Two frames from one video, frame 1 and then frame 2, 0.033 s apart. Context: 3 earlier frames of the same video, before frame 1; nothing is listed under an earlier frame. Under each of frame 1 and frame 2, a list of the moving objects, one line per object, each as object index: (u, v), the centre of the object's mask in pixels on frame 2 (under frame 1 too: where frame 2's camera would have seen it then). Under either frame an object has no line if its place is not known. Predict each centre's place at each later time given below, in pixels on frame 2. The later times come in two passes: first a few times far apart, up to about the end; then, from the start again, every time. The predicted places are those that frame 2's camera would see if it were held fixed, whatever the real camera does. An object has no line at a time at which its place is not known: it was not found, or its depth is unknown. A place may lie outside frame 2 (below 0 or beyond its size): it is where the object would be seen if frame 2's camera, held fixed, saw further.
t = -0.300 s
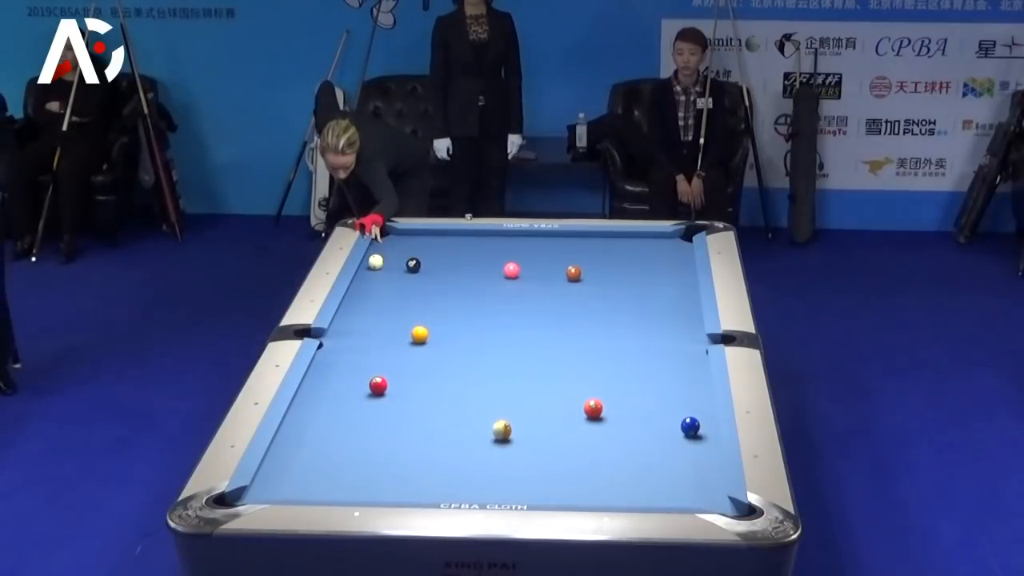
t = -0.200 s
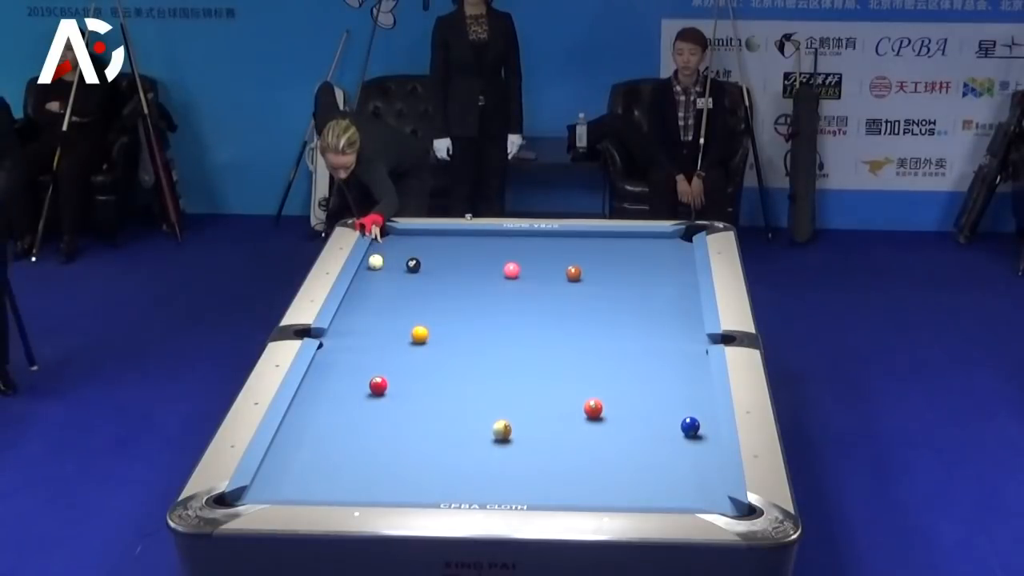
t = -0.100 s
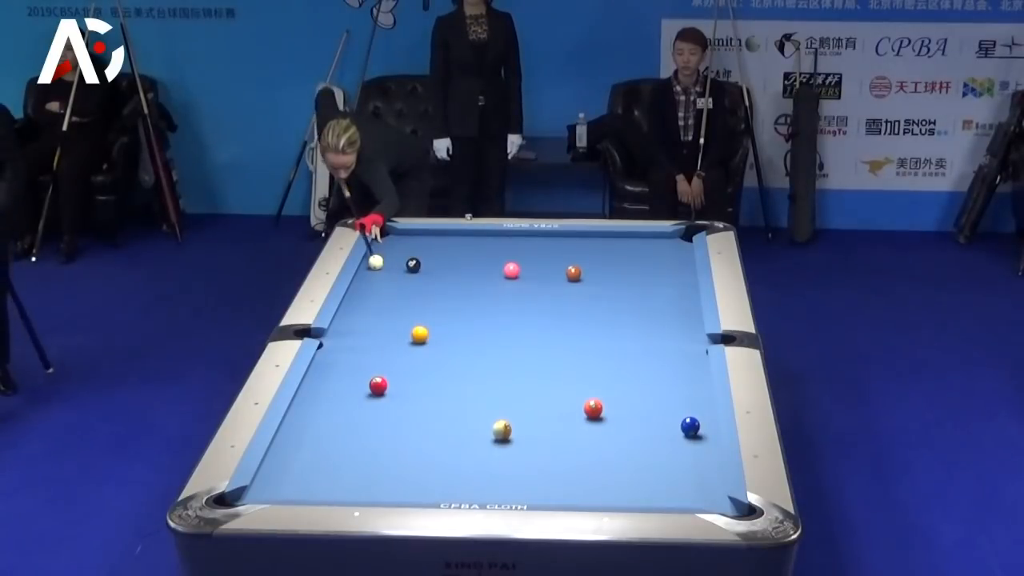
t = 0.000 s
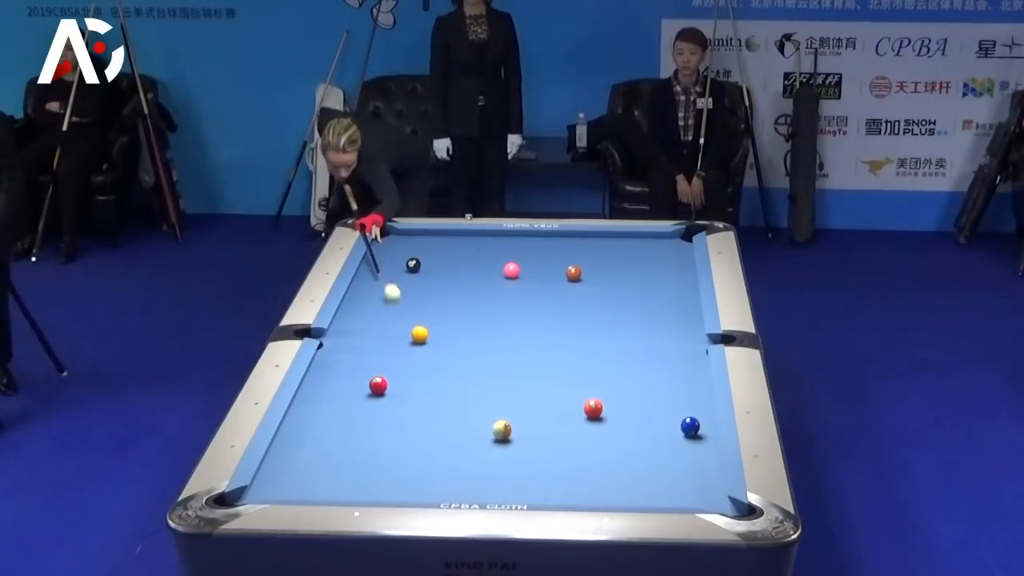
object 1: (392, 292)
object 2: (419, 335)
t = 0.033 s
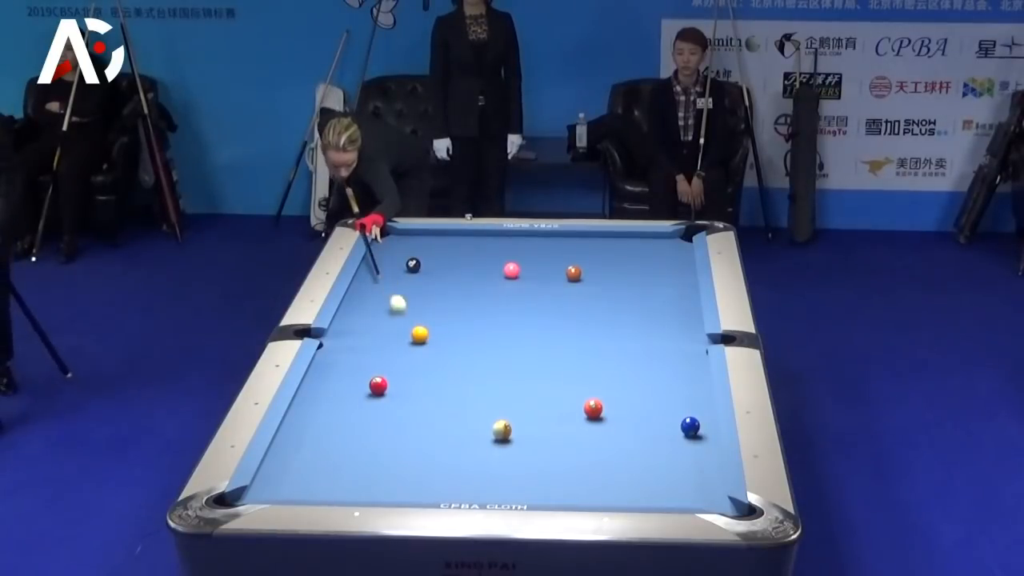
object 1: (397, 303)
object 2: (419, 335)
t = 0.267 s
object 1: (360, 345)
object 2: (504, 380)
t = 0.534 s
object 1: (326, 376)
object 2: (651, 460)
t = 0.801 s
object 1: (337, 409)
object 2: (714, 493)
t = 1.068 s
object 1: (350, 445)
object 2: (693, 466)
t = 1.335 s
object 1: (364, 484)
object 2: (675, 447)
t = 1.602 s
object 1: (382, 485)
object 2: (658, 429)
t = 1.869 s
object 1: (399, 464)
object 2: (643, 412)
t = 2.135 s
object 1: (414, 446)
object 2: (629, 397)
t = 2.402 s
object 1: (429, 430)
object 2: (616, 383)
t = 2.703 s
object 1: (444, 413)
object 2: (602, 369)
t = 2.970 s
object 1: (456, 399)
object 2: (591, 357)
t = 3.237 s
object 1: (467, 386)
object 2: (581, 347)
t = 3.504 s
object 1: (476, 375)
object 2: (572, 337)
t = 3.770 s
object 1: (485, 364)
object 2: (563, 328)
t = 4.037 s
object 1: (493, 355)
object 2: (555, 320)
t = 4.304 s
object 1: (500, 346)
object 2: (548, 313)
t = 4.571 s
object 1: (506, 338)
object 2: (541, 306)
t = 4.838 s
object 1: (512, 331)
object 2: (535, 300)
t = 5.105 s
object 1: (517, 324)
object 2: (530, 295)
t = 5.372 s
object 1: (521, 319)
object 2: (526, 290)
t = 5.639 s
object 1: (526, 314)
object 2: (521, 286)
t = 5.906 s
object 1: (530, 309)
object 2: (517, 282)
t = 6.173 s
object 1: (534, 305)
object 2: (513, 279)
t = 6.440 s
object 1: (537, 302)
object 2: (510, 276)
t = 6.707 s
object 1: (540, 299)
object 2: (508, 275)
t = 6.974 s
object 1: (542, 297)
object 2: (506, 274)
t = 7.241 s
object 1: (544, 295)
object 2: (505, 274)
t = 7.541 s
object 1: (546, 294)
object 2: (505, 275)
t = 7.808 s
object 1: (547, 293)
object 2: (506, 275)
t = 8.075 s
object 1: (547, 292)
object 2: (506, 275)
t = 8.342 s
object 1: (547, 292)
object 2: (506, 275)
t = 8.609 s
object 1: (547, 292)
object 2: (506, 274)
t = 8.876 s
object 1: (547, 292)
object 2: (506, 275)
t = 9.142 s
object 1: (547, 292)
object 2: (506, 274)
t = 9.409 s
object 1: (547, 292)
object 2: (506, 275)
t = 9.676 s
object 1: (547, 292)
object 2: (506, 274)
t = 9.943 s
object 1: (547, 292)
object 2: (506, 274)
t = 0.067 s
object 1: (403, 314)
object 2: (420, 335)
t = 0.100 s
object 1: (408, 325)
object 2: (420, 335)
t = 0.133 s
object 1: (401, 331)
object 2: (434, 341)
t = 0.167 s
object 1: (391, 334)
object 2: (451, 351)
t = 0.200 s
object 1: (380, 338)
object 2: (468, 360)
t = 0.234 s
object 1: (370, 341)
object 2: (486, 370)
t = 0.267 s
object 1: (360, 345)
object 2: (504, 380)
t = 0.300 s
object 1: (351, 348)
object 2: (522, 389)
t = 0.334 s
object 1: (341, 352)
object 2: (540, 400)
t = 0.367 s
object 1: (332, 356)
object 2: (558, 409)
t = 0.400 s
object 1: (323, 360)
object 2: (576, 419)
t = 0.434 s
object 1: (318, 365)
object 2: (595, 430)
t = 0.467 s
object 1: (321, 369)
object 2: (613, 439)
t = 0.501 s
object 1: (324, 372)
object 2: (632, 450)
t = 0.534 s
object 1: (326, 376)
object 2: (651, 460)
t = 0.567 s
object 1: (327, 380)
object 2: (669, 470)
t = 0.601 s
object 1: (329, 384)
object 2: (688, 481)
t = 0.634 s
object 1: (330, 388)
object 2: (707, 491)
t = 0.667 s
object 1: (332, 392)
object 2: (714, 500)
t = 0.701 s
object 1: (333, 396)
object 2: (704, 503)
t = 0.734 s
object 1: (335, 401)
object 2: (706, 501)
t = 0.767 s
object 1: (336, 405)
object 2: (710, 498)
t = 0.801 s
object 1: (337, 409)
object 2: (714, 493)
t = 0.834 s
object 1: (339, 413)
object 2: (713, 488)
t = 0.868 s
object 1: (341, 418)
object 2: (709, 484)
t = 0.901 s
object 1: (342, 422)
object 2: (706, 481)
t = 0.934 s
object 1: (344, 427)
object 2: (702, 477)
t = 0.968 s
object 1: (345, 432)
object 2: (700, 475)
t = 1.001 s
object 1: (347, 436)
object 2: (697, 472)
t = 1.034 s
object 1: (348, 441)
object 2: (695, 469)
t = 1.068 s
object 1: (350, 445)
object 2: (693, 466)
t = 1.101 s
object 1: (352, 450)
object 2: (690, 464)
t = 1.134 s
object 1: (353, 455)
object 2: (688, 462)
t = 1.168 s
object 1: (355, 459)
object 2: (686, 459)
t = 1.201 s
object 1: (357, 464)
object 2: (683, 456)
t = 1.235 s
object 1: (359, 470)
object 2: (681, 454)
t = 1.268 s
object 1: (361, 474)
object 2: (679, 452)
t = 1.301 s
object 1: (362, 479)
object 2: (677, 449)
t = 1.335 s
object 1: (364, 484)
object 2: (675, 447)
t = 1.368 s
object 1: (366, 489)
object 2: (673, 444)
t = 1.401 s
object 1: (368, 492)
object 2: (670, 442)
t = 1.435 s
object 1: (370, 494)
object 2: (669, 440)
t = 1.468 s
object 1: (372, 493)
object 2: (666, 437)
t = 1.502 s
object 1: (375, 491)
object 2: (664, 435)
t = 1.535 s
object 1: (377, 489)
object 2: (662, 433)
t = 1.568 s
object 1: (380, 488)
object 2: (660, 431)
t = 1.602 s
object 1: (382, 485)
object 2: (658, 429)
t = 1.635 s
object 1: (384, 482)
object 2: (656, 426)
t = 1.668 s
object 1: (386, 479)
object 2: (654, 424)
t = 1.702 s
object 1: (388, 477)
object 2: (652, 422)
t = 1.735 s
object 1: (390, 474)
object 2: (650, 420)
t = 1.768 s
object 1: (393, 472)
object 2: (648, 418)
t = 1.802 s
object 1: (395, 470)
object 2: (646, 416)
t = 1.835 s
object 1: (397, 467)
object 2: (645, 414)
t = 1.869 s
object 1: (399, 464)
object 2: (643, 412)
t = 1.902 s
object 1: (401, 462)
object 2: (641, 410)
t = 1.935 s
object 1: (403, 460)
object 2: (639, 408)
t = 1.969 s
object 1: (405, 458)
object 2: (637, 406)
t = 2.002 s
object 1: (407, 455)
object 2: (635, 404)
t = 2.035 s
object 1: (409, 453)
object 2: (634, 402)
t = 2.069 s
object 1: (411, 451)
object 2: (632, 400)
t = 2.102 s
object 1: (413, 448)
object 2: (630, 398)
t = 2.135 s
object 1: (414, 446)
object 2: (629, 397)
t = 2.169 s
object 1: (416, 444)
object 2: (627, 395)
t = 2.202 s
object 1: (418, 442)
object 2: (625, 393)
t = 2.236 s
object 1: (420, 440)
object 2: (624, 391)
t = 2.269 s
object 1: (422, 438)
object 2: (622, 389)
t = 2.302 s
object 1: (424, 436)
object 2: (620, 388)
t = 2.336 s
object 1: (426, 434)
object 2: (619, 386)
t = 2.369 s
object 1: (427, 431)
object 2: (617, 385)
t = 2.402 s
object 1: (429, 430)
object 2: (616, 383)
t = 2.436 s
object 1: (431, 428)
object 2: (614, 381)
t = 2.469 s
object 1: (432, 426)
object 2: (612, 380)
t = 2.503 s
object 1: (434, 424)
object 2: (611, 378)
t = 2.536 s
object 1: (436, 422)
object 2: (609, 376)
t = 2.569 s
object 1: (437, 420)
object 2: (608, 375)
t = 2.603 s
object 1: (439, 418)
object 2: (606, 374)
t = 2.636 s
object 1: (441, 416)
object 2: (605, 371)
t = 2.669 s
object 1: (442, 415)
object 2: (603, 370)
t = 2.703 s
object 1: (444, 413)
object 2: (602, 369)
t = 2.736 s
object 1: (445, 411)
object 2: (601, 367)
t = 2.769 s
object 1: (447, 409)
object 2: (599, 366)
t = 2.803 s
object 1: (448, 407)
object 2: (598, 364)
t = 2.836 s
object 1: (450, 406)
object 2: (597, 363)
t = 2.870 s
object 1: (451, 404)
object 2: (595, 361)
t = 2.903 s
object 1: (453, 402)
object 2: (594, 360)
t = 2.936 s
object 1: (454, 400)
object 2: (592, 358)
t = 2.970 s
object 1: (456, 399)
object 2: (591, 357)
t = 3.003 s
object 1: (457, 397)
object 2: (590, 356)
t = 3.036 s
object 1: (458, 395)
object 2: (589, 355)
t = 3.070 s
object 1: (460, 394)
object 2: (587, 353)
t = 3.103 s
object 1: (461, 392)
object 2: (586, 352)
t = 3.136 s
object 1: (462, 391)
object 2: (585, 350)
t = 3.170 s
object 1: (464, 389)
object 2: (583, 349)
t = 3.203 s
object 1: (465, 388)
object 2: (582, 348)
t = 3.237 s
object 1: (467, 386)
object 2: (581, 347)
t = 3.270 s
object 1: (468, 385)
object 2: (580, 345)
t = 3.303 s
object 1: (469, 383)
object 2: (579, 344)
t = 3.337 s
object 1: (470, 382)
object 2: (577, 343)
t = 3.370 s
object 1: (471, 380)
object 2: (576, 341)
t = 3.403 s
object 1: (473, 379)
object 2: (575, 340)
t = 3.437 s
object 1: (474, 377)
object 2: (574, 339)
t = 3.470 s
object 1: (475, 376)
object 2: (573, 338)
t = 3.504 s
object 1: (476, 375)
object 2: (572, 337)
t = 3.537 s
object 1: (478, 373)
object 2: (571, 336)
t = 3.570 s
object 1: (479, 372)
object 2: (570, 334)
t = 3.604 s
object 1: (480, 371)
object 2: (568, 334)
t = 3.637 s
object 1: (481, 369)
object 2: (567, 332)
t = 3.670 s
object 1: (482, 368)
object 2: (566, 331)
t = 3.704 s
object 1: (483, 367)
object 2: (565, 330)
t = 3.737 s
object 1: (484, 365)
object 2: (564, 329)
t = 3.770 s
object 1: (485, 364)
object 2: (563, 328)
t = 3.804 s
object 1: (486, 363)
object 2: (562, 327)
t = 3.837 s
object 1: (487, 362)
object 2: (561, 326)
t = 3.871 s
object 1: (488, 361)
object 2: (560, 325)
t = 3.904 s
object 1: (489, 359)
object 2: (559, 324)
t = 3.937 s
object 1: (491, 358)
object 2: (558, 323)
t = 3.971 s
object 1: (491, 357)
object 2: (557, 322)
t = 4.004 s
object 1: (492, 356)
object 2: (556, 321)
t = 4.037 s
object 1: (493, 355)
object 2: (555, 320)
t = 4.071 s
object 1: (494, 353)
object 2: (554, 319)
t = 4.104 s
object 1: (495, 353)
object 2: (553, 318)
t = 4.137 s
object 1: (496, 351)
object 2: (552, 317)
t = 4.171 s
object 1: (497, 350)
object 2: (552, 316)
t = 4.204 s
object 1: (498, 349)
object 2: (551, 315)
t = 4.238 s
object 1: (499, 348)
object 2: (550, 314)
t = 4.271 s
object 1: (499, 347)
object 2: (549, 314)
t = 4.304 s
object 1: (500, 346)
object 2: (548, 313)
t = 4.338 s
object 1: (501, 345)
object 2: (547, 312)
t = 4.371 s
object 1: (502, 344)
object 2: (546, 311)
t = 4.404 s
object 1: (502, 343)
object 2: (546, 310)
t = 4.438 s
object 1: (503, 342)
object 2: (545, 310)
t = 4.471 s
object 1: (504, 341)
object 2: (544, 308)
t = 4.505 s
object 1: (505, 340)
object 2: (543, 308)
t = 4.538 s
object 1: (506, 339)
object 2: (542, 307)
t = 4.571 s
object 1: (506, 338)
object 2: (541, 306)
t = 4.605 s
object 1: (507, 337)
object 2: (541, 305)
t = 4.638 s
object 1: (508, 336)
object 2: (540, 305)
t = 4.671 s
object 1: (508, 335)
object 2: (539, 304)
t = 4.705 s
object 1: (509, 334)
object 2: (538, 303)
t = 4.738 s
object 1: (510, 334)
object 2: (537, 302)
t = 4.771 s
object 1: (511, 333)
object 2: (537, 302)
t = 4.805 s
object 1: (511, 332)
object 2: (536, 301)
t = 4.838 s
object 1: (512, 331)
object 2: (535, 300)
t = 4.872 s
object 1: (513, 330)
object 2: (535, 300)
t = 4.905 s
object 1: (513, 329)
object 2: (534, 299)
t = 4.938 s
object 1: (514, 328)
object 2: (533, 298)
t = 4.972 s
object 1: (515, 328)
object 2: (532, 297)
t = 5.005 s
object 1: (515, 327)
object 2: (532, 297)
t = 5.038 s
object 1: (516, 326)
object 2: (531, 296)
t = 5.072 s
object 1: (517, 325)
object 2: (530, 296)
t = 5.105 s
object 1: (517, 324)
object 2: (530, 295)
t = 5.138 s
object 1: (518, 324)
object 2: (529, 294)
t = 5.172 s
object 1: (518, 323)
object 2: (529, 294)
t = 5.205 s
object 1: (519, 322)
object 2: (528, 293)
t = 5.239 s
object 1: (519, 321)
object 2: (527, 292)
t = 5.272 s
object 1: (520, 321)
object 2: (527, 292)
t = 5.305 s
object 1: (520, 320)
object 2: (527, 291)
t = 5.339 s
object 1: (521, 319)
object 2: (526, 291)
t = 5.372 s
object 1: (521, 319)
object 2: (526, 290)
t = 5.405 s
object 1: (522, 318)
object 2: (525, 290)
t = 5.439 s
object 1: (523, 317)
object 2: (524, 289)
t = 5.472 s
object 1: (523, 317)
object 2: (524, 289)
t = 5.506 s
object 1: (524, 316)
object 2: (523, 288)
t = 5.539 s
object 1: (524, 315)
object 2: (523, 287)
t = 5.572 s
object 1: (525, 315)
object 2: (522, 287)
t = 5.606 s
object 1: (525, 314)
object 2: (522, 286)
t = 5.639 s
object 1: (526, 314)
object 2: (521, 286)
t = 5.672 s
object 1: (526, 313)
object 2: (520, 285)
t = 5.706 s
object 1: (527, 312)
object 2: (520, 285)
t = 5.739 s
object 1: (527, 312)
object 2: (519, 284)
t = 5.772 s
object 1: (528, 311)
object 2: (519, 284)
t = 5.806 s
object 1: (528, 311)
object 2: (518, 284)
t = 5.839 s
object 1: (529, 310)
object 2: (518, 283)
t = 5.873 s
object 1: (529, 310)
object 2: (517, 283)
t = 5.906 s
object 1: (530, 309)
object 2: (517, 282)
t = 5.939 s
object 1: (530, 309)
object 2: (517, 282)
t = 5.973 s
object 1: (531, 308)
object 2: (516, 281)
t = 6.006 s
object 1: (532, 308)
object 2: (516, 281)
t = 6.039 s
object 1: (532, 307)
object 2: (515, 281)
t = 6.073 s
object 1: (532, 307)
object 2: (515, 280)
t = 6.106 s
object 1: (533, 306)
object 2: (514, 280)
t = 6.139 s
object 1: (534, 306)
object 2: (514, 279)
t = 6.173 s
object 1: (534, 305)
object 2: (513, 279)
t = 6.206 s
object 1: (534, 305)
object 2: (513, 279)
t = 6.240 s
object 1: (535, 304)
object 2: (513, 278)
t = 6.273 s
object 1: (535, 304)
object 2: (512, 278)
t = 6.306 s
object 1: (535, 304)
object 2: (512, 277)
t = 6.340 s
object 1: (536, 303)
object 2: (512, 277)
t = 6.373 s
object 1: (536, 303)
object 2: (511, 277)
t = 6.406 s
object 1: (536, 302)
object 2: (511, 276)
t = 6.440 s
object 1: (537, 302)
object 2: (510, 276)
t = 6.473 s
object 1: (537, 302)
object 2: (510, 276)
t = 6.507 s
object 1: (538, 301)
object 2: (510, 276)
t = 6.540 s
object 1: (538, 301)
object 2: (510, 275)
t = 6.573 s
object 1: (538, 301)
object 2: (509, 275)
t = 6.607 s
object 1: (539, 300)
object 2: (509, 275)
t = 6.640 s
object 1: (539, 300)
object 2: (509, 275)
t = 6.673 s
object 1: (539, 300)
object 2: (508, 275)
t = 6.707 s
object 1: (540, 299)
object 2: (508, 275)
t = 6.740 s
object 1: (540, 299)
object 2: (507, 275)
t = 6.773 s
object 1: (540, 299)
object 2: (507, 275)
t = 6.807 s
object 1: (541, 298)
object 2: (507, 275)
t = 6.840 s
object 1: (541, 298)
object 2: (507, 275)
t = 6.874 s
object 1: (541, 298)
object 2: (506, 275)
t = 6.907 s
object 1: (541, 298)
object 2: (506, 275)
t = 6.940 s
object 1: (542, 297)
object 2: (506, 275)
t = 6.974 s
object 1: (542, 297)
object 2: (506, 274)
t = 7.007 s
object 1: (542, 297)
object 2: (506, 274)
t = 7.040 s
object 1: (543, 297)
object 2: (506, 274)
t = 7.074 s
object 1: (543, 296)
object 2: (505, 275)
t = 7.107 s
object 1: (543, 296)
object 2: (505, 274)
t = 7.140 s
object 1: (543, 296)
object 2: (505, 274)
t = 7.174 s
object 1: (543, 296)
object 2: (505, 274)
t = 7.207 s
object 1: (544, 296)
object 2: (505, 274)
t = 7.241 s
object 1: (544, 295)
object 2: (505, 274)
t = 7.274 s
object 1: (544, 295)
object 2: (505, 274)
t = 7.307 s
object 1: (544, 295)
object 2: (505, 274)
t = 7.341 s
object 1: (545, 295)
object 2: (505, 274)
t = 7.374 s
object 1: (545, 294)
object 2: (505, 274)
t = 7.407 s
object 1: (545, 294)
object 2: (505, 274)
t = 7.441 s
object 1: (545, 294)
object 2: (505, 274)
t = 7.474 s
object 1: (545, 294)
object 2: (505, 274)
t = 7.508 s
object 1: (546, 294)
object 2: (505, 274)
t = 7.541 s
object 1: (546, 294)
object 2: (505, 275)
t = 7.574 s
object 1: (546, 294)
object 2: (505, 275)
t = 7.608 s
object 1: (546, 294)
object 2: (505, 275)
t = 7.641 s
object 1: (546, 293)
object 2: (505, 274)
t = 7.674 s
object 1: (546, 293)
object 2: (505, 274)
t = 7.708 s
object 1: (546, 293)
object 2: (505, 274)
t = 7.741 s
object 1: (546, 293)
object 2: (505, 275)
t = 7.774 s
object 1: (546, 293)
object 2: (506, 274)
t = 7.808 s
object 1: (547, 293)
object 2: (506, 275)
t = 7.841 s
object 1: (547, 293)
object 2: (506, 274)
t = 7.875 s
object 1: (547, 293)
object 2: (506, 275)
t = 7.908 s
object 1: (547, 293)
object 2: (506, 274)
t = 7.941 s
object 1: (547, 292)
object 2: (506, 275)
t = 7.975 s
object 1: (547, 292)
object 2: (506, 275)
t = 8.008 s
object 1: (547, 292)
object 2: (506, 275)
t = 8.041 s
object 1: (547, 292)
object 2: (506, 275)
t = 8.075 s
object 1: (547, 292)
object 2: (506, 275)
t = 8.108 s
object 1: (547, 292)
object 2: (506, 275)
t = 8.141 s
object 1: (547, 292)
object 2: (506, 274)
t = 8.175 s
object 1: (547, 292)
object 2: (506, 274)
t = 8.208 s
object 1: (547, 292)
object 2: (506, 274)
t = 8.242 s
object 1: (547, 292)
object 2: (506, 274)
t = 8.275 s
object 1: (547, 292)
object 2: (506, 275)
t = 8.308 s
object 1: (547, 292)
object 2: (506, 274)
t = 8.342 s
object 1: (547, 292)
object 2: (506, 275)
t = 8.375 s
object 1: (547, 292)
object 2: (506, 275)
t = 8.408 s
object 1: (547, 292)
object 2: (506, 275)
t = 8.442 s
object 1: (547, 292)
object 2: (506, 275)
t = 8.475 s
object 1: (547, 292)
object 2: (506, 275)
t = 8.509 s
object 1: (547, 292)
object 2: (506, 275)
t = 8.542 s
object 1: (547, 292)
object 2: (506, 275)
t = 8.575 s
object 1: (547, 292)
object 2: (506, 275)
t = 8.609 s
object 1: (547, 292)
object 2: (506, 274)
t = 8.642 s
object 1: (547, 292)
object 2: (506, 274)
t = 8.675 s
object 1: (547, 292)
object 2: (506, 275)
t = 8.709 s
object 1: (547, 292)
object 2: (506, 274)
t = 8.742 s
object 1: (547, 292)
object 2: (506, 274)
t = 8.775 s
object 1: (547, 292)
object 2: (506, 275)
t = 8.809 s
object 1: (547, 292)
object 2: (506, 274)
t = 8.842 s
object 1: (547, 292)
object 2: (506, 274)
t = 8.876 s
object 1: (547, 292)
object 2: (506, 275)
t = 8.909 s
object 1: (547, 292)
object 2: (506, 274)
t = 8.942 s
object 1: (547, 292)
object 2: (506, 274)
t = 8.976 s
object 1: (547, 292)
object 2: (506, 274)
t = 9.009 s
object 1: (547, 292)
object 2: (506, 275)
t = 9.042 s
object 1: (547, 292)
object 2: (506, 275)
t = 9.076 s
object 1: (547, 292)
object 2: (506, 274)
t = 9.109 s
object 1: (547, 292)
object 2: (506, 274)
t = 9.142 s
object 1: (547, 292)
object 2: (506, 274)
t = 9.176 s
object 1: (547, 292)
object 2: (506, 275)
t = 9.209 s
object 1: (547, 292)
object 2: (506, 274)
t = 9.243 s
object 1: (547, 292)
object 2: (506, 274)
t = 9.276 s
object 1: (547, 292)
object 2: (506, 274)
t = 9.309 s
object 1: (547, 292)
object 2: (506, 275)
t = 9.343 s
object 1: (547, 292)
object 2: (506, 274)
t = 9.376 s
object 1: (547, 292)
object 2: (506, 274)
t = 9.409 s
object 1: (547, 292)
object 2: (506, 275)
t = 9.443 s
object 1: (547, 292)
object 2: (506, 274)
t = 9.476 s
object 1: (547, 292)
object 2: (506, 274)
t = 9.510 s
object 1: (547, 292)
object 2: (506, 275)
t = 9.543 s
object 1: (547, 292)
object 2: (506, 275)
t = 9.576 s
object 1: (547, 292)
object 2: (506, 275)
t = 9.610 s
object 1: (547, 292)
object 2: (506, 275)
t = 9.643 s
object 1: (547, 292)
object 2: (506, 275)
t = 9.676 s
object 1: (547, 292)
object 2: (506, 274)
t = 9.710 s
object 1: (547, 292)
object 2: (506, 275)
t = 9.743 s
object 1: (547, 292)
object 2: (506, 275)
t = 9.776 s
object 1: (547, 292)
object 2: (506, 275)
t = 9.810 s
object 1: (547, 292)
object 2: (506, 275)
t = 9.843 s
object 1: (547, 292)
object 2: (506, 275)
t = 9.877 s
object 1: (547, 292)
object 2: (506, 274)
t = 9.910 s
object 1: (547, 292)
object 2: (506, 274)
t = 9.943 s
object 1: (547, 292)
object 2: (506, 274)
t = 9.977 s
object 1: (547, 292)
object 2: (506, 274)
